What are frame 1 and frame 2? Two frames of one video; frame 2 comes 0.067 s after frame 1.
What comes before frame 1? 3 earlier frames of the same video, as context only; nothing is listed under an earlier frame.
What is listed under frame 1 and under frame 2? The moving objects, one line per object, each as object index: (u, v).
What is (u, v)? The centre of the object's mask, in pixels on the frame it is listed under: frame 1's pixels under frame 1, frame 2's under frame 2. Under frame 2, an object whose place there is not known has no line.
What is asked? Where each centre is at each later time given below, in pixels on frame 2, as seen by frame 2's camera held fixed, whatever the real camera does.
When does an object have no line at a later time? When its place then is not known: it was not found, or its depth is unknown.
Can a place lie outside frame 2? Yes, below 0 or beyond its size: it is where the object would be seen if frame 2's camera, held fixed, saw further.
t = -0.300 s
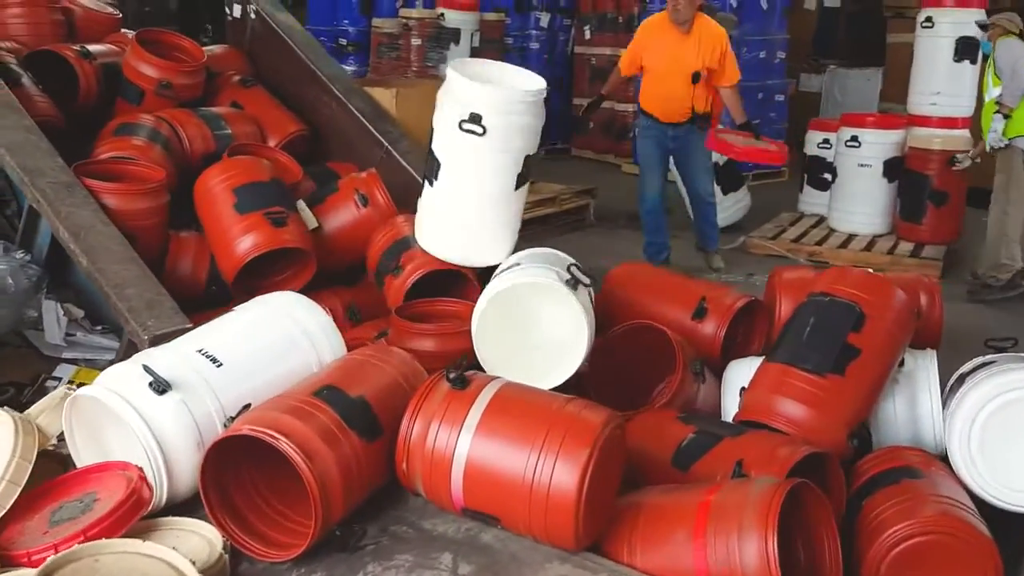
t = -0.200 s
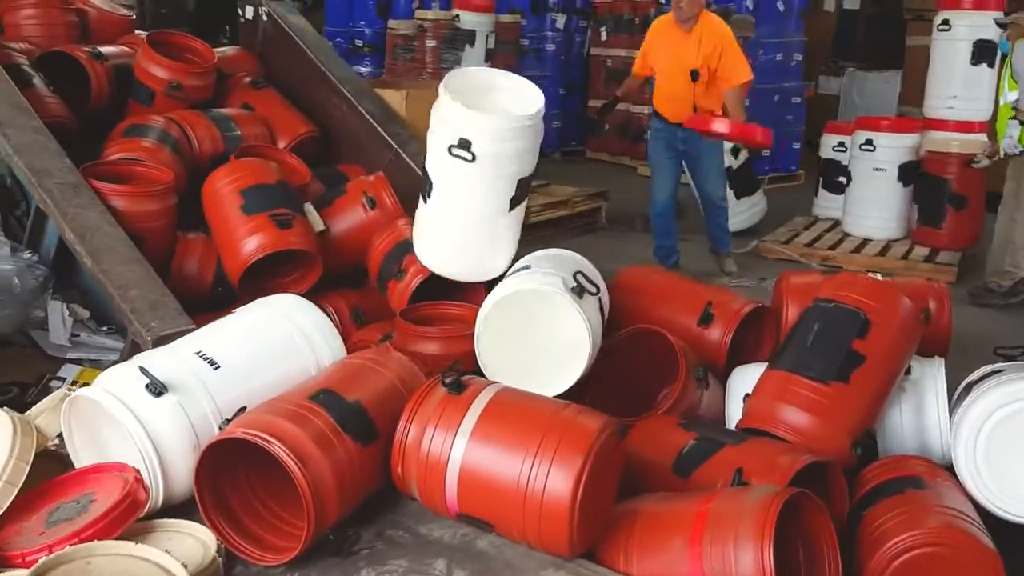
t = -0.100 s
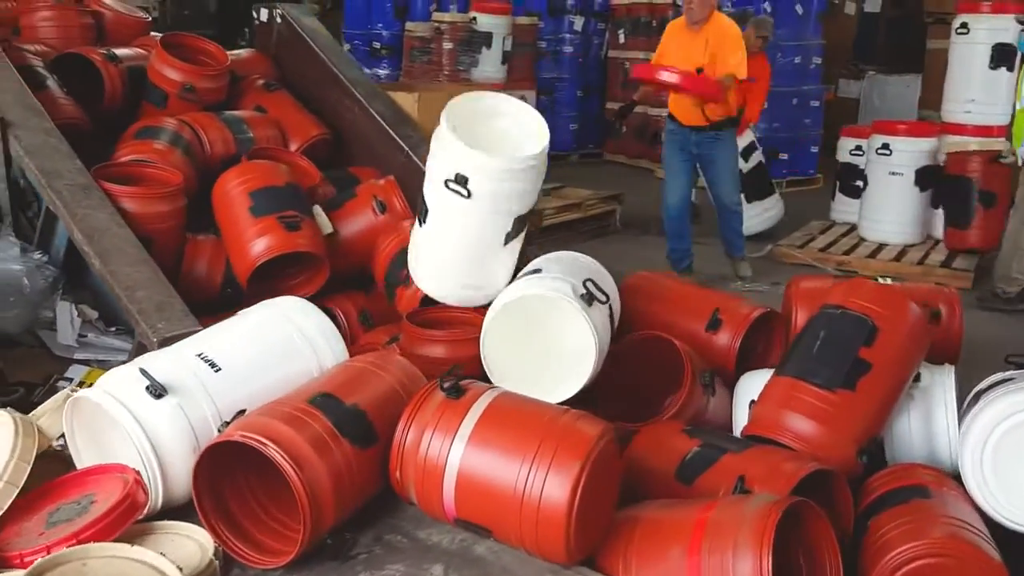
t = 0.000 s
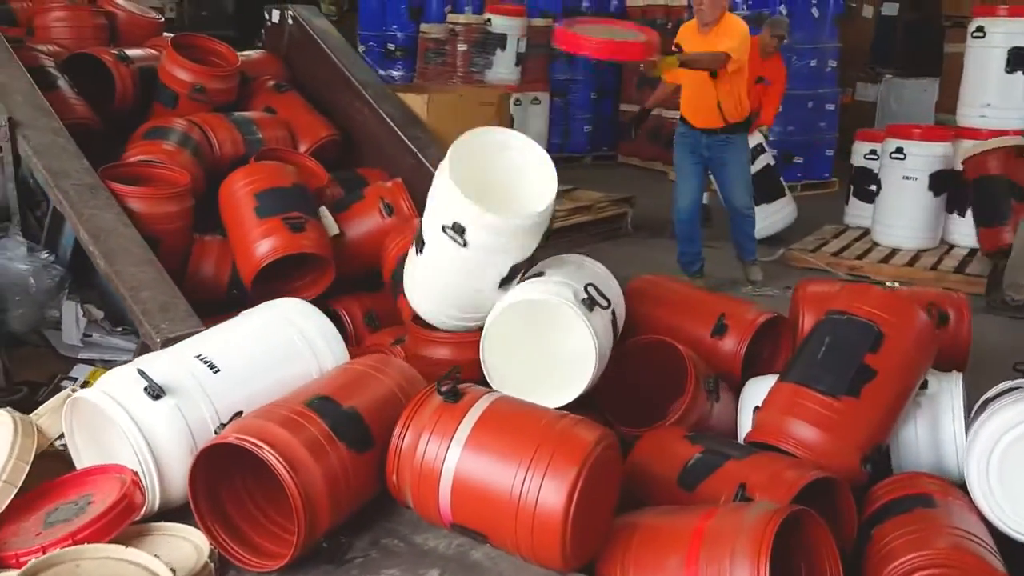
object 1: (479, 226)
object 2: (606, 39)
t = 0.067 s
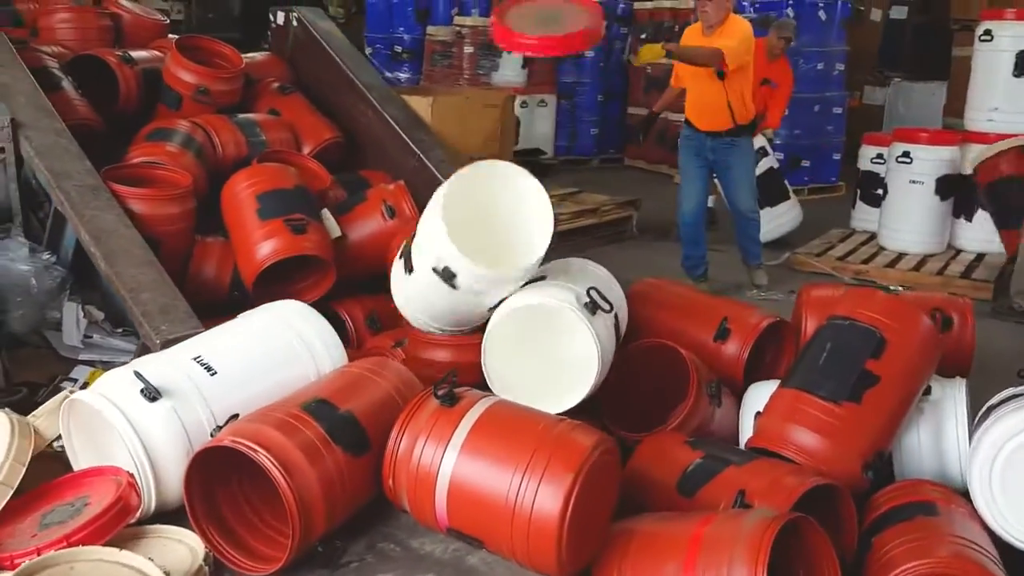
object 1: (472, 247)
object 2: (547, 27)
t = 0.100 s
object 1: (465, 253)
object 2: (512, 26)
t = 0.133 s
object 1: (456, 258)
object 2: (475, 27)
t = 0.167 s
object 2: (437, 30)
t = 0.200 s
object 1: (437, 274)
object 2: (402, 33)
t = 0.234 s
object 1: (426, 289)
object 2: (363, 39)
